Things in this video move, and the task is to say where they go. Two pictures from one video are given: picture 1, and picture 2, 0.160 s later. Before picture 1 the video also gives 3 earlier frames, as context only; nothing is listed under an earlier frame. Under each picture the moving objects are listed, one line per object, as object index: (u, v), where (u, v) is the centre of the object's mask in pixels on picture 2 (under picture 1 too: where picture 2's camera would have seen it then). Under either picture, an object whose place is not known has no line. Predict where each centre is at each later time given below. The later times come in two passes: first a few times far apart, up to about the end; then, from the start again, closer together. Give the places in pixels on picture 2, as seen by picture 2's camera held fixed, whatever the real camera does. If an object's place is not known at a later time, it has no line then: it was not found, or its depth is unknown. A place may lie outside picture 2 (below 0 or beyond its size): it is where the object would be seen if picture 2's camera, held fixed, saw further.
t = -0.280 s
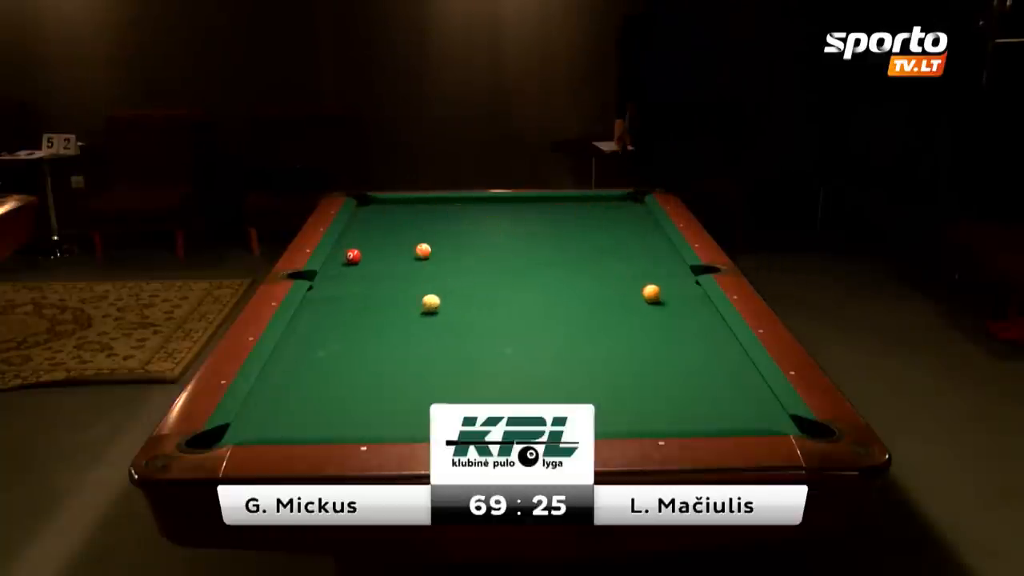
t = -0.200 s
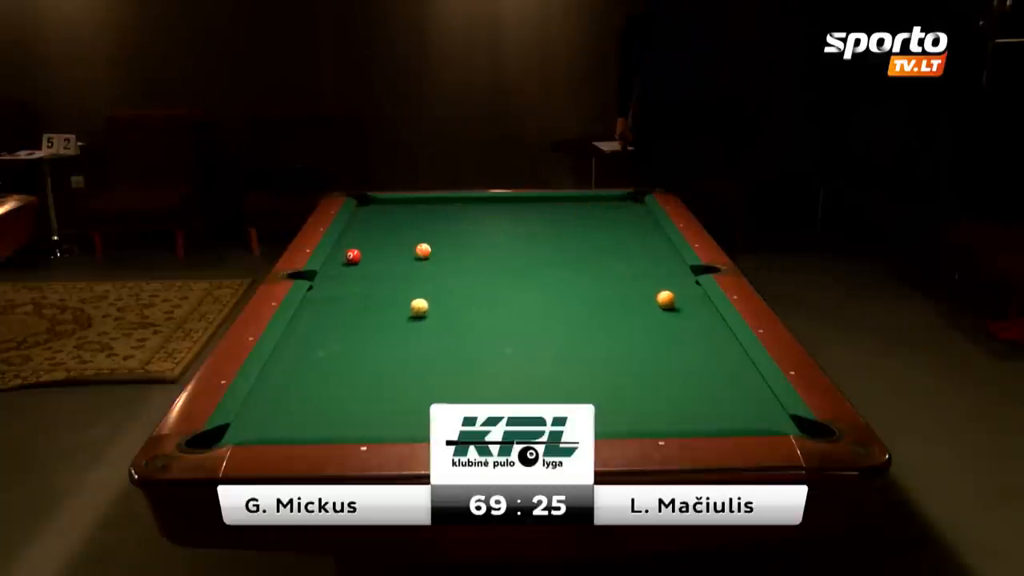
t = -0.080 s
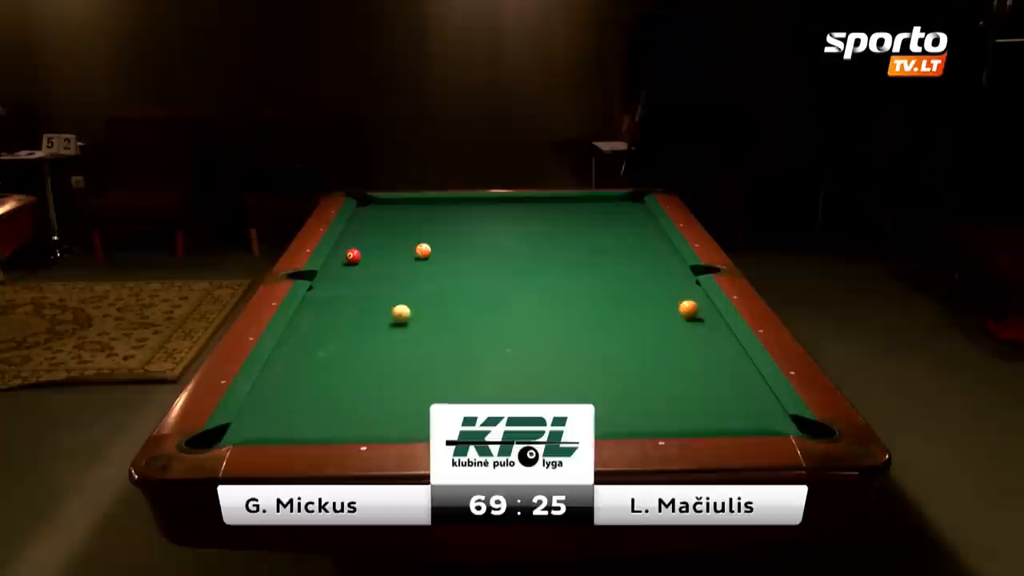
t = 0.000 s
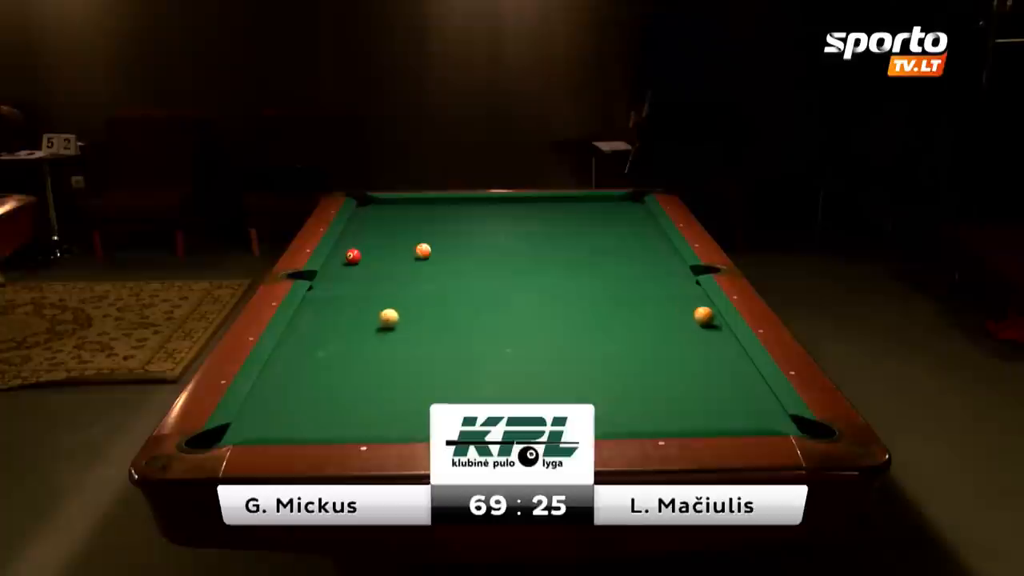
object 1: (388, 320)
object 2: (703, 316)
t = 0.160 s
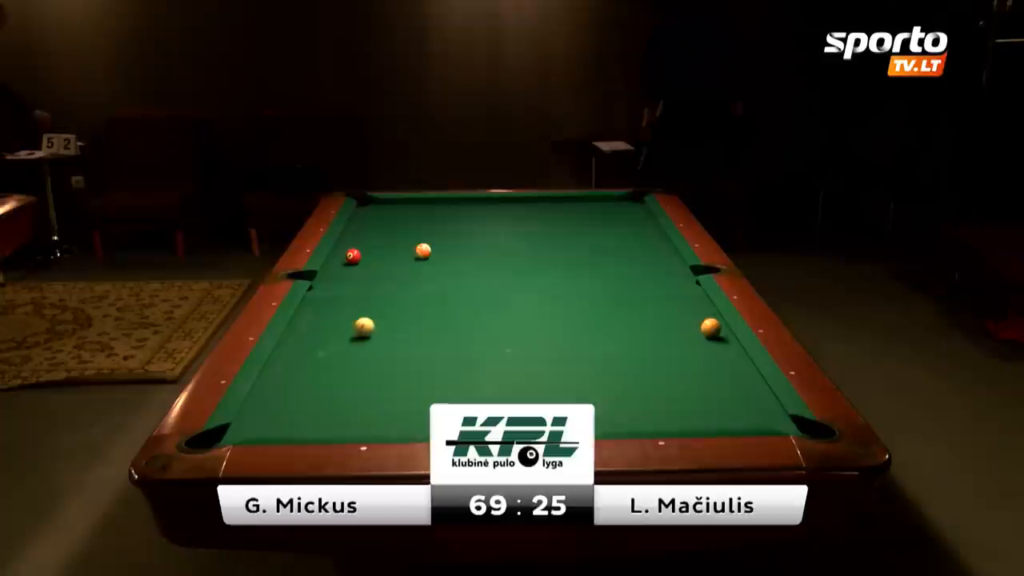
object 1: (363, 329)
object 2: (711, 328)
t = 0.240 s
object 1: (351, 333)
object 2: (708, 334)
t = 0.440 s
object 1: (319, 344)
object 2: (700, 349)
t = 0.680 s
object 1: (279, 358)
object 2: (691, 367)
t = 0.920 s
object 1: (291, 366)
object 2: (681, 387)
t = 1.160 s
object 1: (303, 374)
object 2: (670, 407)
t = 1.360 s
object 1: (312, 381)
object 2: (660, 422)
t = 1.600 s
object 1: (323, 388)
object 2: (638, 419)
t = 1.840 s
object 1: (333, 396)
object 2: (616, 411)
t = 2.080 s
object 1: (342, 403)
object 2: (598, 400)
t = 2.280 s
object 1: (349, 408)
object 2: (583, 393)
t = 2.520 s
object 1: (357, 414)
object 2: (567, 387)
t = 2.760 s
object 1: (364, 418)
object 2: (553, 379)
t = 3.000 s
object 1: (370, 423)
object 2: (541, 373)
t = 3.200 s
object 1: (374, 425)
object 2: (530, 369)
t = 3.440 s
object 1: (379, 427)
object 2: (519, 365)
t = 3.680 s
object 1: (383, 428)
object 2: (510, 361)
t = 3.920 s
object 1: (385, 429)
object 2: (501, 358)
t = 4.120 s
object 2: (495, 355)
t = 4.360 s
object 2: (489, 353)
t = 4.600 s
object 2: (483, 351)
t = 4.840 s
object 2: (481, 350)
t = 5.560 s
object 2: (479, 348)
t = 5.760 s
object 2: (479, 350)
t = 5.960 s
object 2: (479, 350)
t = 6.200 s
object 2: (479, 350)
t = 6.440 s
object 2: (479, 350)
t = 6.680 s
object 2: (479, 350)
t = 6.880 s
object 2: (479, 350)
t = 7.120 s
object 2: (479, 350)
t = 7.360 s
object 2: (479, 350)
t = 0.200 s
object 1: (357, 331)
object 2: (709, 331)
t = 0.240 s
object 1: (351, 333)
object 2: (708, 334)
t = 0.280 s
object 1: (344, 336)
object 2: (706, 337)
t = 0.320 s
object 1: (338, 338)
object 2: (705, 340)
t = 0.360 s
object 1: (331, 340)
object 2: (703, 343)
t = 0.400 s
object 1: (325, 342)
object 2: (702, 346)
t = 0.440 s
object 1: (319, 344)
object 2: (700, 349)
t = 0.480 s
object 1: (312, 347)
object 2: (699, 351)
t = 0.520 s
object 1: (306, 349)
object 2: (697, 355)
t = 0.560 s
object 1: (299, 351)
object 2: (696, 358)
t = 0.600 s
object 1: (293, 353)
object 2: (694, 361)
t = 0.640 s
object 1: (286, 356)
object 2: (693, 364)
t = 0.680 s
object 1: (279, 358)
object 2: (691, 367)
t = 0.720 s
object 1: (281, 360)
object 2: (689, 370)
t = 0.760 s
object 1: (283, 361)
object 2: (688, 373)
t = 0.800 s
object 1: (285, 363)
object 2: (686, 376)
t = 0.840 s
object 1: (287, 364)
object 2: (684, 380)
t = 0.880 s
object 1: (289, 365)
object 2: (683, 383)
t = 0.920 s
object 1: (291, 366)
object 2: (681, 387)
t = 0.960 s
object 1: (293, 368)
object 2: (679, 390)
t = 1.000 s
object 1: (295, 369)
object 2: (678, 393)
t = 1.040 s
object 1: (297, 370)
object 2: (676, 397)
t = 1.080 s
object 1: (299, 372)
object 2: (674, 400)
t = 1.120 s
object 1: (301, 373)
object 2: (672, 404)
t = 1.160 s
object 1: (303, 374)
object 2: (670, 407)
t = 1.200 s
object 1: (305, 375)
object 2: (668, 411)
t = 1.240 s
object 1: (307, 377)
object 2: (666, 414)
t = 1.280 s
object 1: (309, 379)
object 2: (664, 417)
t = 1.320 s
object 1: (310, 380)
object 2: (662, 420)
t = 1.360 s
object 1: (312, 381)
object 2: (660, 422)
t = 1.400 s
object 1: (314, 382)
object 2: (657, 424)
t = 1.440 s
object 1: (316, 383)
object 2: (654, 424)
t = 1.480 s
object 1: (318, 384)
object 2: (650, 422)
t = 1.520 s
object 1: (319, 386)
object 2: (646, 422)
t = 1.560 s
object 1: (321, 387)
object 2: (642, 420)
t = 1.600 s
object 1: (323, 388)
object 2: (638, 419)
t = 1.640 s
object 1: (324, 389)
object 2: (635, 418)
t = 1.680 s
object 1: (326, 391)
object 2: (631, 417)
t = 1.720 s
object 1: (327, 392)
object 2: (627, 416)
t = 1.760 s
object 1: (329, 394)
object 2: (624, 414)
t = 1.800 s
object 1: (331, 395)
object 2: (620, 412)
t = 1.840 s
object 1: (333, 396)
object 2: (616, 411)
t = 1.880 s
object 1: (334, 397)
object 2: (613, 409)
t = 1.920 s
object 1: (335, 398)
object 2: (609, 408)
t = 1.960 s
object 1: (337, 399)
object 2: (606, 406)
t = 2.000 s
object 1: (339, 400)
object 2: (604, 404)
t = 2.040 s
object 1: (341, 402)
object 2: (601, 402)
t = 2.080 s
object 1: (342, 403)
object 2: (598, 400)
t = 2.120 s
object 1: (343, 404)
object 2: (595, 398)
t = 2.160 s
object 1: (344, 405)
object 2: (591, 396)
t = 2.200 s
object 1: (346, 406)
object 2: (588, 395)
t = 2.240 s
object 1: (348, 407)
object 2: (586, 394)
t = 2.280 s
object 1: (349, 408)
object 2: (583, 393)
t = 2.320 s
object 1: (350, 409)
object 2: (580, 392)
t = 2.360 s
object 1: (351, 410)
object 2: (577, 391)
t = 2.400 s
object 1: (353, 411)
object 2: (575, 390)
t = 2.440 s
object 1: (354, 412)
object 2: (572, 389)
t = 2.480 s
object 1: (355, 413)
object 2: (570, 388)
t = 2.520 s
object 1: (357, 414)
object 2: (567, 387)
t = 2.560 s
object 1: (358, 414)
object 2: (565, 385)
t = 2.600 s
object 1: (359, 415)
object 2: (562, 384)
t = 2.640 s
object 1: (360, 416)
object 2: (560, 383)
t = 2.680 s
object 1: (361, 417)
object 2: (557, 382)
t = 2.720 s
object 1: (363, 418)
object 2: (555, 381)
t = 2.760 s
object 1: (364, 418)
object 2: (553, 379)
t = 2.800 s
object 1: (364, 419)
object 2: (551, 378)
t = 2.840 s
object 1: (366, 420)
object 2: (549, 377)
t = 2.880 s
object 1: (367, 421)
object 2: (547, 376)
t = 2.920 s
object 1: (368, 421)
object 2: (545, 375)
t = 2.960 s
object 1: (369, 422)
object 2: (543, 374)
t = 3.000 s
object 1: (370, 423)
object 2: (541, 373)
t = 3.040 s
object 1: (371, 423)
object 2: (538, 373)
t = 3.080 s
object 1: (372, 423)
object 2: (536, 372)
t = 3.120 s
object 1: (372, 424)
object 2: (534, 371)
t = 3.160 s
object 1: (374, 424)
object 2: (532, 370)
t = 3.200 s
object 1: (374, 425)
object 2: (530, 369)
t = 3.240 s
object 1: (375, 425)
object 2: (528, 369)
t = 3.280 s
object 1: (376, 425)
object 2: (526, 368)
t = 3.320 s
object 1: (377, 426)
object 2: (525, 367)
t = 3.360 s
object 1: (377, 426)
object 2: (523, 366)
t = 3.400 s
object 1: (378, 426)
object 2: (521, 366)
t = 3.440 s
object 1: (379, 427)
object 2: (519, 365)
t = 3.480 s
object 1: (380, 427)
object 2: (518, 364)
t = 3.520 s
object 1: (380, 427)
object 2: (516, 364)
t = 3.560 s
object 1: (381, 427)
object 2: (514, 363)
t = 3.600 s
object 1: (381, 428)
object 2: (513, 362)
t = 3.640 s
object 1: (382, 428)
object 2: (511, 361)
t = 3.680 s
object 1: (383, 428)
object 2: (510, 361)
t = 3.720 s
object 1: (383, 428)
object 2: (508, 360)
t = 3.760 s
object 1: (384, 428)
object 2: (507, 360)
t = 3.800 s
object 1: (384, 428)
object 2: (505, 359)
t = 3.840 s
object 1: (384, 429)
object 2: (504, 359)
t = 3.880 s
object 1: (385, 429)
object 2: (502, 358)
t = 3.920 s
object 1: (385, 429)
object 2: (501, 358)
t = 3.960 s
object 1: (386, 429)
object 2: (500, 357)
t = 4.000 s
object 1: (386, 429)
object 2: (499, 357)
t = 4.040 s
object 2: (497, 356)
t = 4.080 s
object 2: (497, 356)
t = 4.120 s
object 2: (495, 355)
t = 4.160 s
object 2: (494, 355)
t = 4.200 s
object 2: (493, 355)
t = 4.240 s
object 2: (492, 354)
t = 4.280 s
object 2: (491, 354)
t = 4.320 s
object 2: (490, 354)
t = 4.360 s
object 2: (489, 353)
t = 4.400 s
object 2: (488, 353)
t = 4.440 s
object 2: (487, 352)
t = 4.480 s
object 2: (487, 352)
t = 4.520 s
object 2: (486, 352)
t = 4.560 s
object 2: (485, 352)
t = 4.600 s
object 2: (483, 351)
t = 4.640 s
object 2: (485, 348)
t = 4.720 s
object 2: (483, 350)
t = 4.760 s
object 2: (482, 351)
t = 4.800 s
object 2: (481, 350)
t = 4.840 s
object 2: (481, 350)
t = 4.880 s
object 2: (480, 350)
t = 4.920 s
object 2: (477, 346)
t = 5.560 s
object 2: (479, 348)
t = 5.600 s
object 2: (479, 350)
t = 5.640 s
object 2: (479, 350)
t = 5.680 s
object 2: (479, 350)
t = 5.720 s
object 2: (479, 350)
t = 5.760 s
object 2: (479, 350)
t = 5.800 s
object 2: (479, 350)
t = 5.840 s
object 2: (479, 350)
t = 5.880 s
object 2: (479, 350)
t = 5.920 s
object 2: (479, 350)
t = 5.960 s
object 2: (479, 350)
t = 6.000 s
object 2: (479, 350)
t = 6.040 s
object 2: (479, 350)
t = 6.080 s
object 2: (479, 350)
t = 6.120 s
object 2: (479, 350)
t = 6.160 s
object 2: (479, 350)
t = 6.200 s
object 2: (479, 350)
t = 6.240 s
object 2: (479, 350)
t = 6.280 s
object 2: (479, 350)
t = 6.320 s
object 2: (479, 350)
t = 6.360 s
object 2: (479, 350)
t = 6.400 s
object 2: (479, 350)
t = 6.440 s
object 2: (479, 350)
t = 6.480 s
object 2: (479, 350)
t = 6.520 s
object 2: (479, 350)
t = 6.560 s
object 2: (479, 350)
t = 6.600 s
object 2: (479, 350)
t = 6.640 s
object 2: (479, 350)
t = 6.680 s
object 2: (479, 350)
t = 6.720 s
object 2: (479, 350)
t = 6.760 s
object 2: (479, 350)
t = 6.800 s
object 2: (479, 350)
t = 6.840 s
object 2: (479, 350)
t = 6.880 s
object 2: (479, 350)
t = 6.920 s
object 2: (479, 350)
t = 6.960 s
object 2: (479, 350)
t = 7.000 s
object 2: (479, 350)
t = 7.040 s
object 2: (479, 350)
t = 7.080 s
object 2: (479, 350)
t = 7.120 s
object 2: (479, 350)
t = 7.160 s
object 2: (479, 350)
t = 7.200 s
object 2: (479, 350)
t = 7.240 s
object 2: (479, 350)
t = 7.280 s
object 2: (479, 350)
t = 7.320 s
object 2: (479, 350)
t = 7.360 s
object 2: (479, 350)
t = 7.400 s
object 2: (479, 350)
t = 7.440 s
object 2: (479, 350)
